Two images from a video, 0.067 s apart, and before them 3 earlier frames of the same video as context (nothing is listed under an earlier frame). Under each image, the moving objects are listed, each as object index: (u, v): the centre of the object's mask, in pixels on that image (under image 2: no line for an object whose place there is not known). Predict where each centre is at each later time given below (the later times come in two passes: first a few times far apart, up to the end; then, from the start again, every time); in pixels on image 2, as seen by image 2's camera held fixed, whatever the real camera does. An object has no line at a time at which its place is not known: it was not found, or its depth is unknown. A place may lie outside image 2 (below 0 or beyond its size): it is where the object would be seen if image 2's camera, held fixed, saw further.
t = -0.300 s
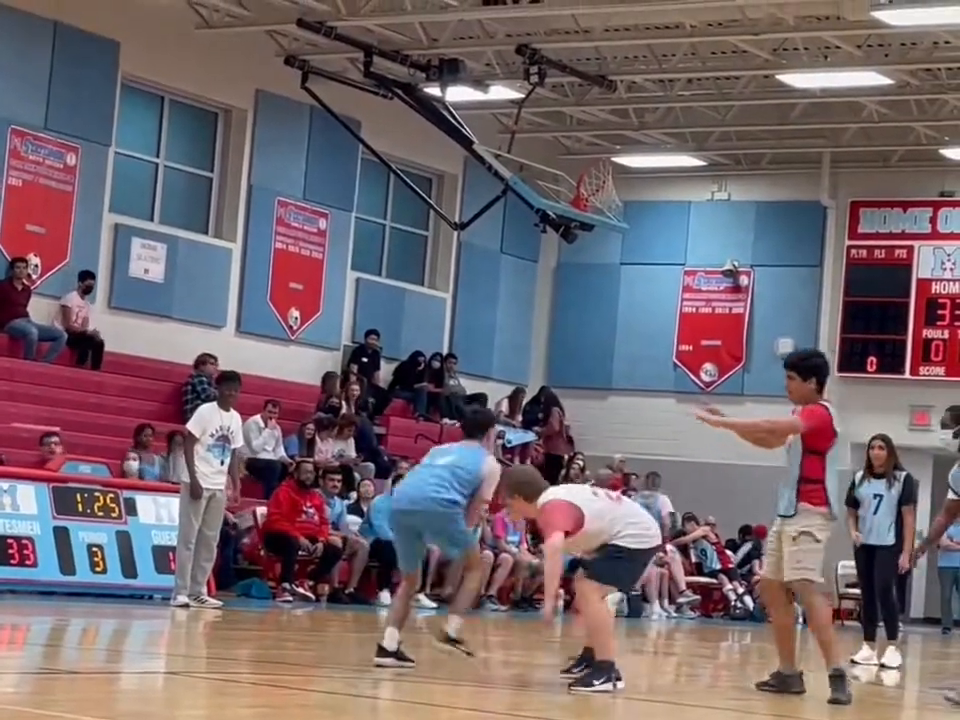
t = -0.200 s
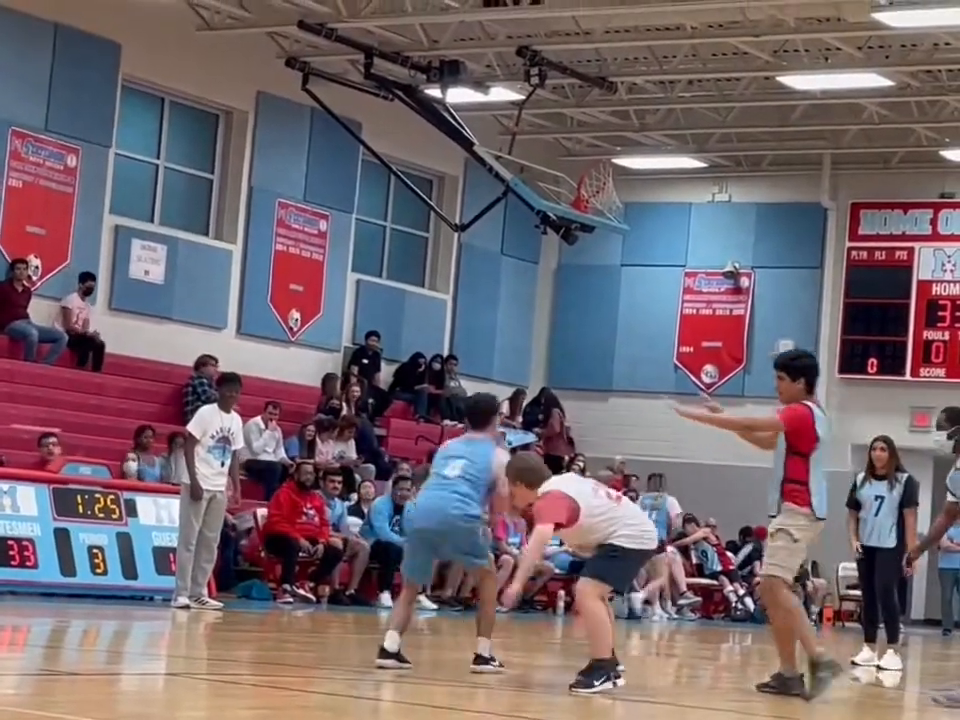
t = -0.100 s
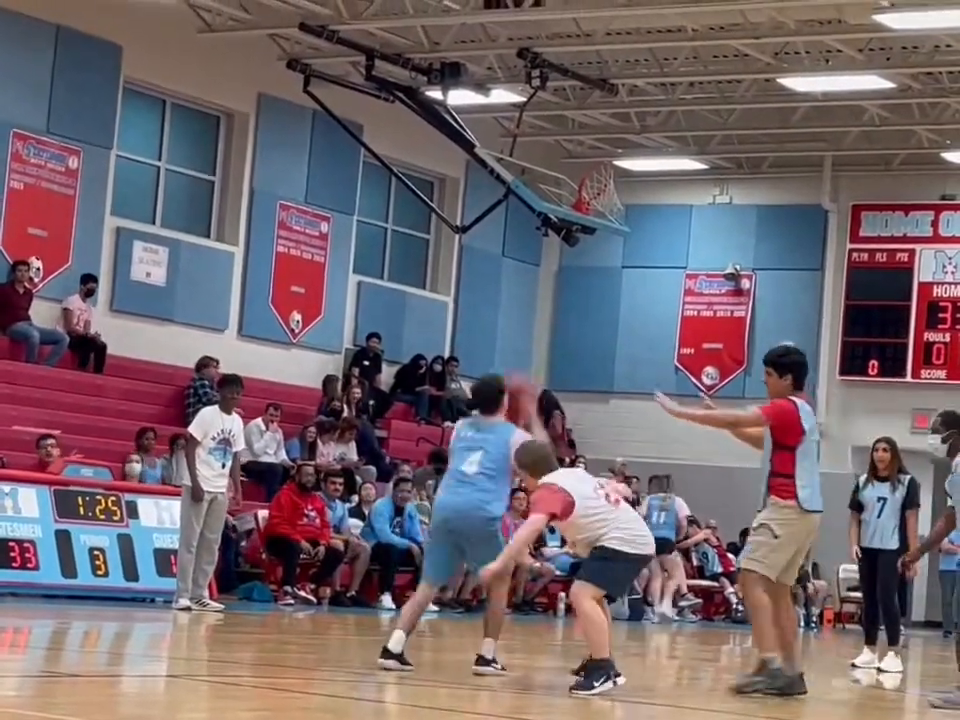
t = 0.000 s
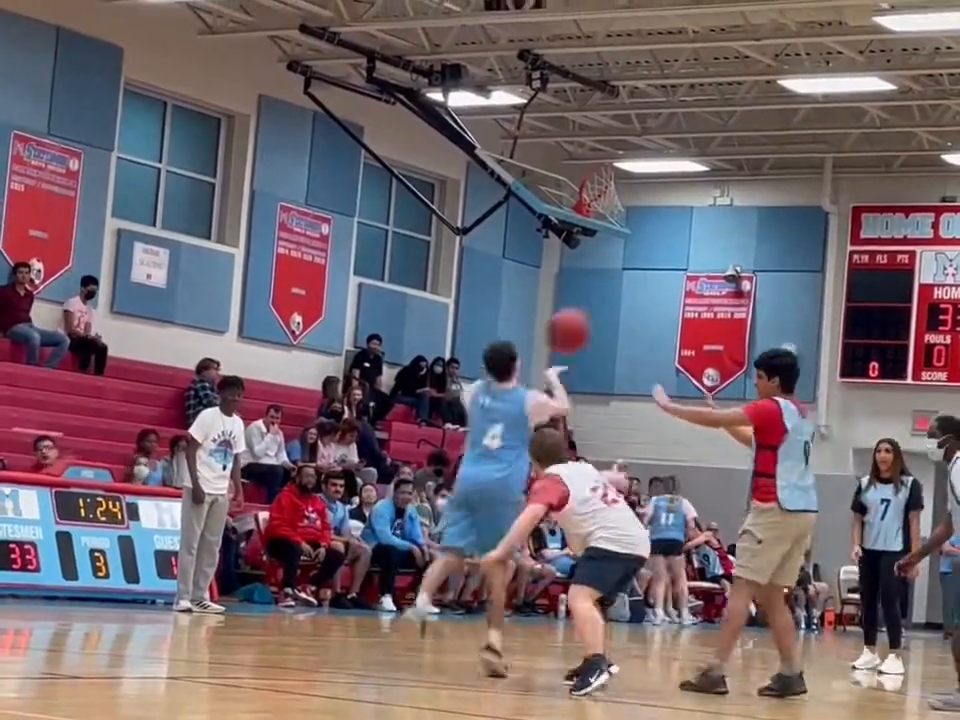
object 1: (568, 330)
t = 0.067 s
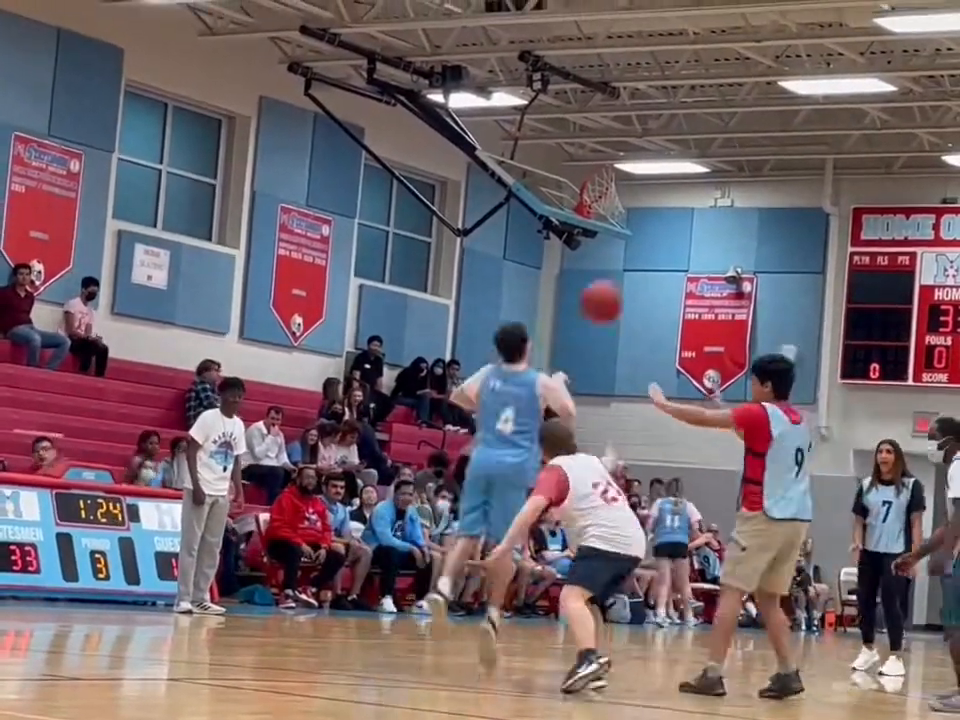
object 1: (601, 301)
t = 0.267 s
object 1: (688, 264)
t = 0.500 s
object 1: (768, 298)
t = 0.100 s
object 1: (617, 291)
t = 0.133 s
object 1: (633, 281)
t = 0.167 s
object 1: (648, 274)
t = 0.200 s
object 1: (661, 268)
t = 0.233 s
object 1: (675, 265)
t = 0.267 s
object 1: (688, 264)
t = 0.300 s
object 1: (700, 263)
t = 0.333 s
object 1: (713, 265)
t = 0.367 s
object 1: (724, 268)
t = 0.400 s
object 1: (735, 273)
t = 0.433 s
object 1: (749, 280)
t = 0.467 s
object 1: (756, 289)
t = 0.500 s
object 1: (768, 298)
